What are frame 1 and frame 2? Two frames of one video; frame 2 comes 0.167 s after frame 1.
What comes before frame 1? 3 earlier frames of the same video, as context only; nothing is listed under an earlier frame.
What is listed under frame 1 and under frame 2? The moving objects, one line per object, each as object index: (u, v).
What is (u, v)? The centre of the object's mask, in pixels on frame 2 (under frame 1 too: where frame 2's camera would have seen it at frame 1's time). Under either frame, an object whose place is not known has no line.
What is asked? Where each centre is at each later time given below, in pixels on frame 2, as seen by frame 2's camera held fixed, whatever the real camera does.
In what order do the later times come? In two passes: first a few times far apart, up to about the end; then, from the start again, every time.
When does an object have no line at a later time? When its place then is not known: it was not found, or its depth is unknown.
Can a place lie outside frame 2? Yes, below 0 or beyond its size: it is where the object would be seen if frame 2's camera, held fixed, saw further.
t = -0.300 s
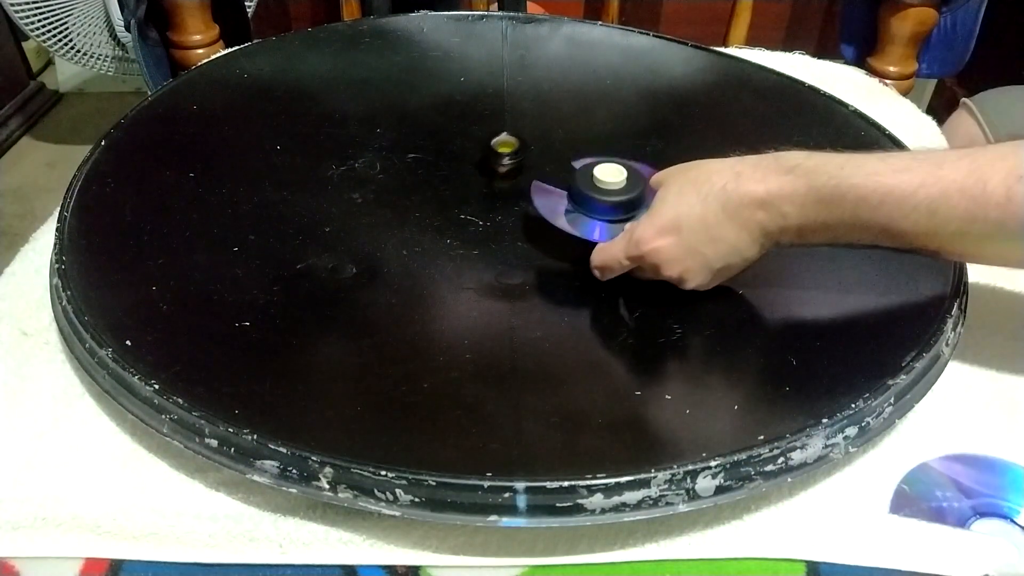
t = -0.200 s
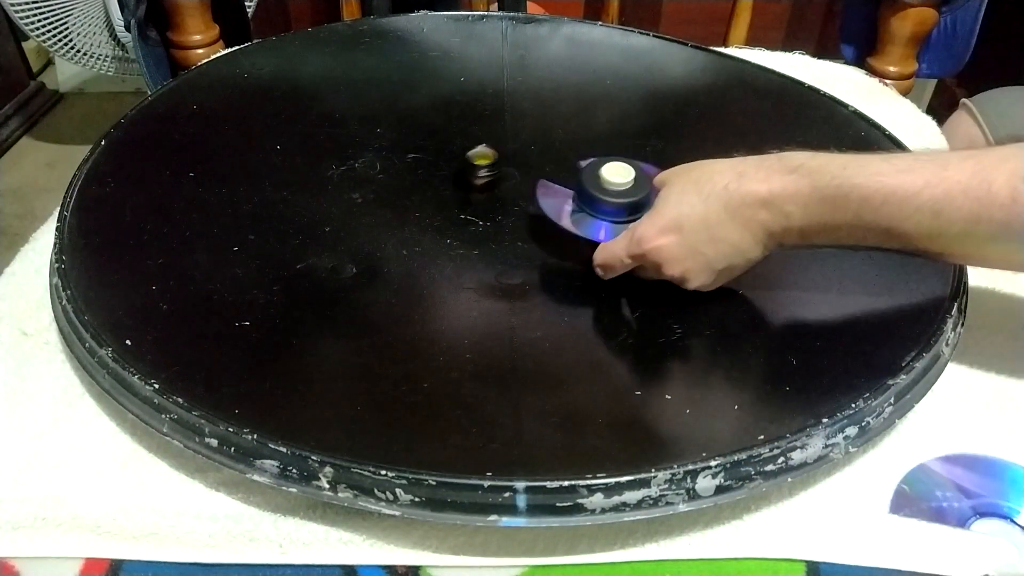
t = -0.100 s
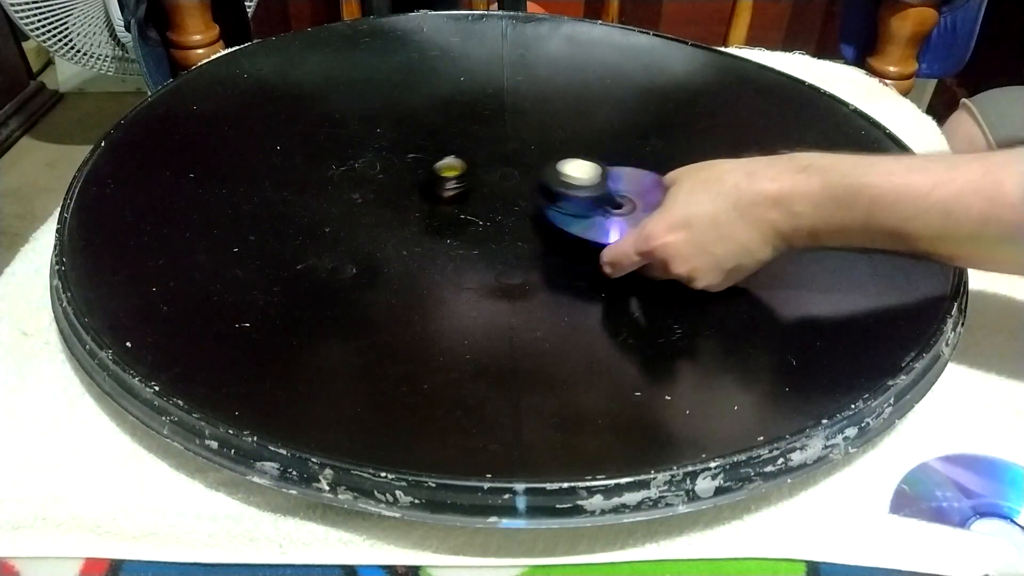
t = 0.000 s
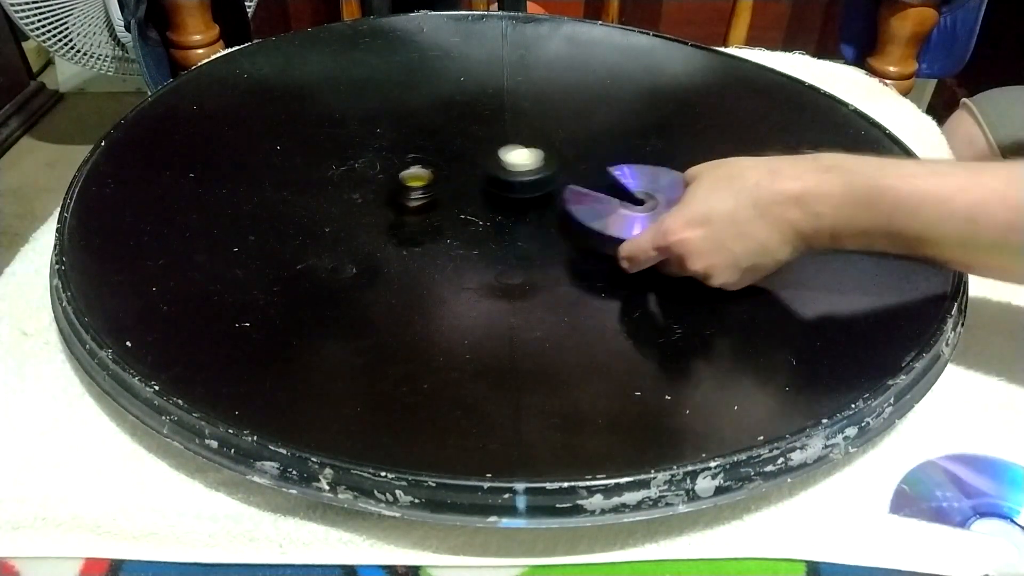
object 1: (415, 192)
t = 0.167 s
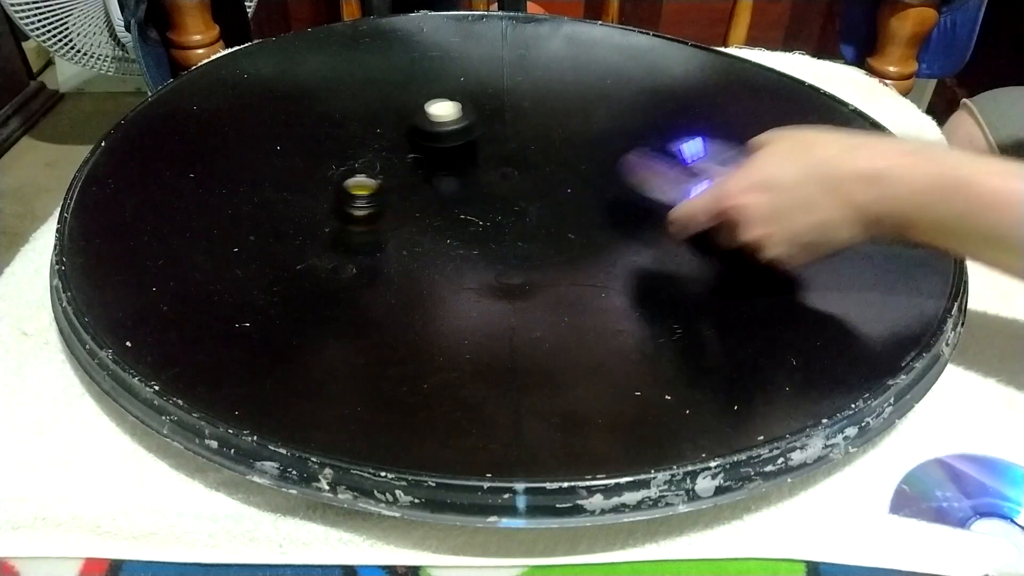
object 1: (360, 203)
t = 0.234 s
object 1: (343, 204)
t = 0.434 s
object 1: (318, 206)
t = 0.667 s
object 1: (322, 215)
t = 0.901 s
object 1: (351, 232)
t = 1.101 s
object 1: (386, 246)
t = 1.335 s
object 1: (433, 250)
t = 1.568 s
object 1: (475, 248)
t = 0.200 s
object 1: (350, 203)
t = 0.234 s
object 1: (343, 204)
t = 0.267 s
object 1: (336, 206)
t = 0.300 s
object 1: (331, 205)
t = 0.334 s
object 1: (325, 206)
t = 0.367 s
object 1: (322, 206)
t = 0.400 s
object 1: (319, 207)
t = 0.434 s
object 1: (318, 206)
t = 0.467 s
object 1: (317, 207)
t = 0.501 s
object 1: (316, 209)
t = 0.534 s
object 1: (317, 209)
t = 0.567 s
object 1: (317, 210)
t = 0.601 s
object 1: (318, 211)
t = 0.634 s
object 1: (319, 213)
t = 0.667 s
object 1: (322, 215)
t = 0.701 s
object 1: (325, 216)
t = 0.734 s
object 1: (327, 220)
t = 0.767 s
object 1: (331, 221)
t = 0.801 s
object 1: (335, 224)
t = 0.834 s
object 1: (339, 227)
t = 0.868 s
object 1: (345, 228)
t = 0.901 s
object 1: (351, 232)
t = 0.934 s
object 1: (356, 235)
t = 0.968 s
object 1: (363, 238)
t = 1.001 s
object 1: (370, 240)
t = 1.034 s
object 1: (375, 244)
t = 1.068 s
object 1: (381, 243)
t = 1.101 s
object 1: (386, 246)
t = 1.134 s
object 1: (393, 248)
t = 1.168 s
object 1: (399, 249)
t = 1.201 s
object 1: (406, 248)
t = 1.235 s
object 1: (412, 250)
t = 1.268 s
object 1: (418, 250)
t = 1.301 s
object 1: (423, 250)
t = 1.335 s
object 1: (433, 250)
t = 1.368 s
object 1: (438, 251)
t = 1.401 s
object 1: (445, 249)
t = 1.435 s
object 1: (451, 248)
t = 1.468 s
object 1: (457, 248)
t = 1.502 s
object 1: (462, 250)
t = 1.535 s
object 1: (468, 248)
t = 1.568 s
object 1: (475, 248)
